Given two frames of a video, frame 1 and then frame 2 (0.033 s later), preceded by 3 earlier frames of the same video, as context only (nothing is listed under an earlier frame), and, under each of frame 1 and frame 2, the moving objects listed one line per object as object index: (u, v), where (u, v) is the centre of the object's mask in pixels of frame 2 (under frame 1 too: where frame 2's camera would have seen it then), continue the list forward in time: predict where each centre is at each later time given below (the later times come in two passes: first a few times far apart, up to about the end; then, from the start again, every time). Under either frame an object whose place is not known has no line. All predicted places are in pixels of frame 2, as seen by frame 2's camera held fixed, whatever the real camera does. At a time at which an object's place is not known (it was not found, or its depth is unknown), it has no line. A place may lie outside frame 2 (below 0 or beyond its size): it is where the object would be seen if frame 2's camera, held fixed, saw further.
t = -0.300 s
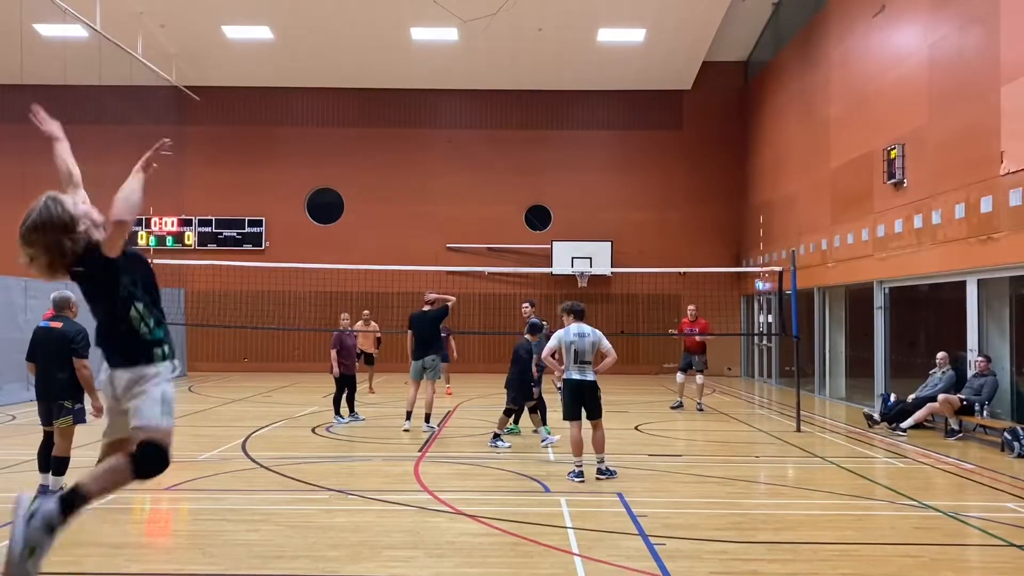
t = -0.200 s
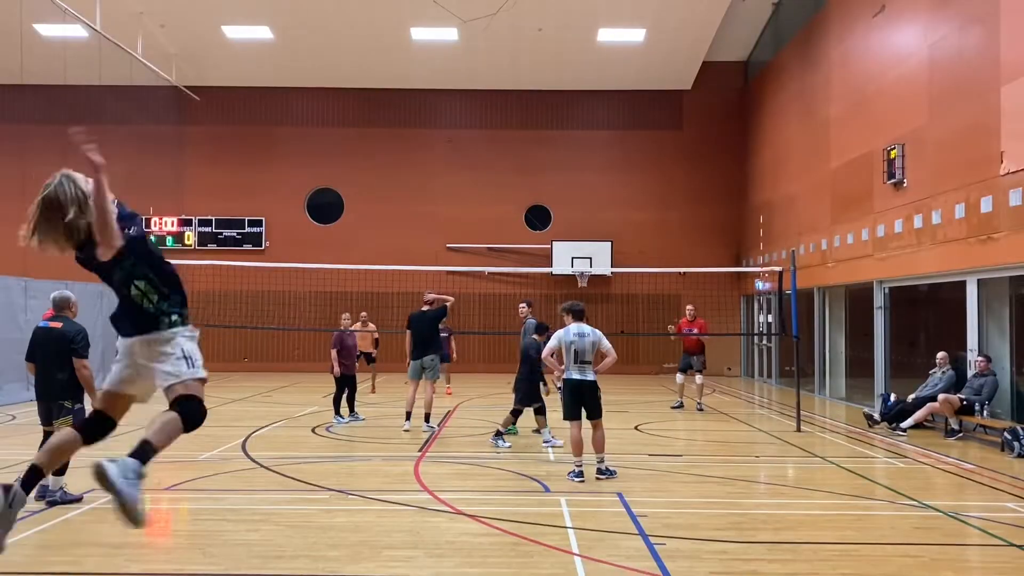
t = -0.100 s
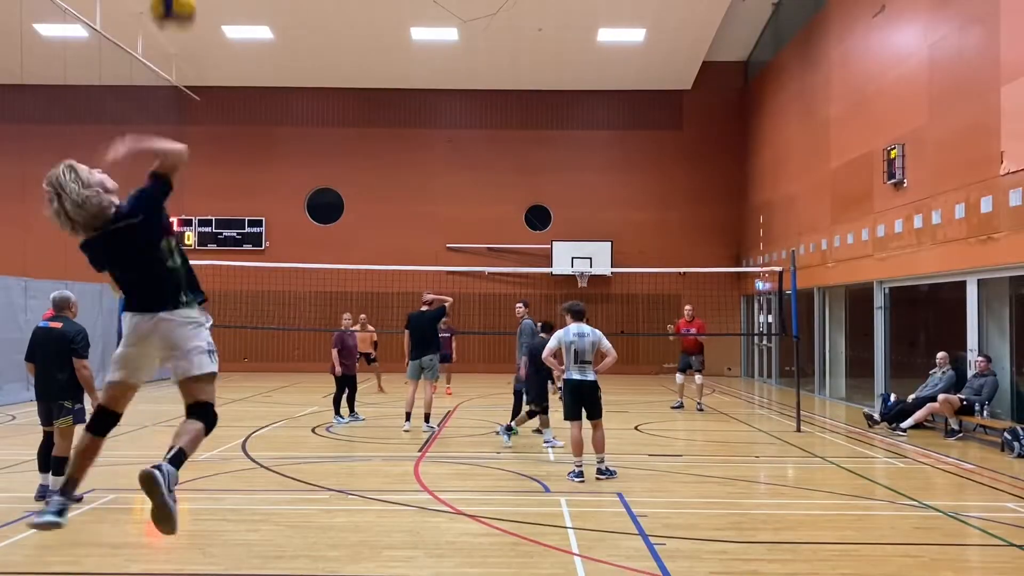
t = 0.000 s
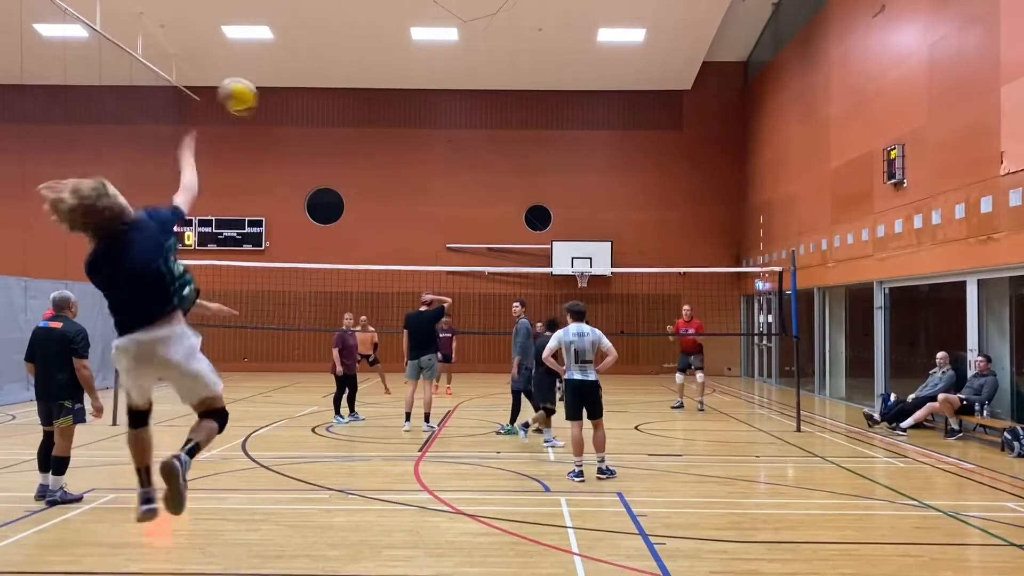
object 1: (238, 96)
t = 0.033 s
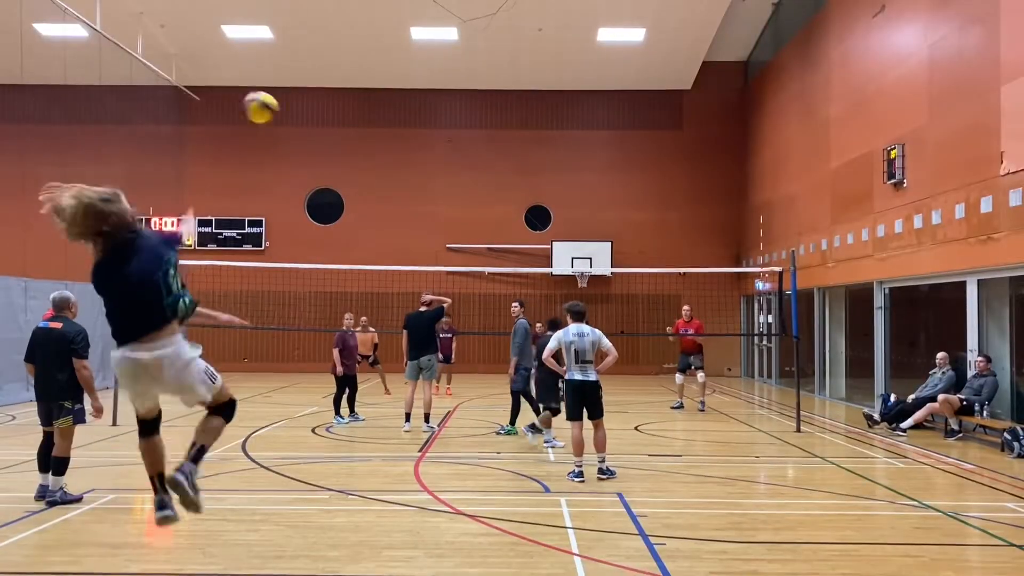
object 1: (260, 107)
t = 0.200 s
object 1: (317, 164)
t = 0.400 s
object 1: (340, 232)
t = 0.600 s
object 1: (346, 299)
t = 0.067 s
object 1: (278, 119)
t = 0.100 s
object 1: (291, 129)
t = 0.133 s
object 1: (301, 141)
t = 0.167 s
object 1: (310, 153)
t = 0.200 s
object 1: (317, 164)
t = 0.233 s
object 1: (323, 176)
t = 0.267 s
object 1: (328, 187)
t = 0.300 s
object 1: (332, 199)
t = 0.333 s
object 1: (335, 210)
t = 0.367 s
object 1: (338, 221)
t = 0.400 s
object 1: (340, 232)
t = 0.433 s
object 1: (342, 244)
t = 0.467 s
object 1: (343, 254)
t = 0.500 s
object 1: (344, 264)
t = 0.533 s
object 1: (345, 276)
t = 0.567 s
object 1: (346, 288)
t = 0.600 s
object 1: (346, 299)
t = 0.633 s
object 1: (347, 310)
